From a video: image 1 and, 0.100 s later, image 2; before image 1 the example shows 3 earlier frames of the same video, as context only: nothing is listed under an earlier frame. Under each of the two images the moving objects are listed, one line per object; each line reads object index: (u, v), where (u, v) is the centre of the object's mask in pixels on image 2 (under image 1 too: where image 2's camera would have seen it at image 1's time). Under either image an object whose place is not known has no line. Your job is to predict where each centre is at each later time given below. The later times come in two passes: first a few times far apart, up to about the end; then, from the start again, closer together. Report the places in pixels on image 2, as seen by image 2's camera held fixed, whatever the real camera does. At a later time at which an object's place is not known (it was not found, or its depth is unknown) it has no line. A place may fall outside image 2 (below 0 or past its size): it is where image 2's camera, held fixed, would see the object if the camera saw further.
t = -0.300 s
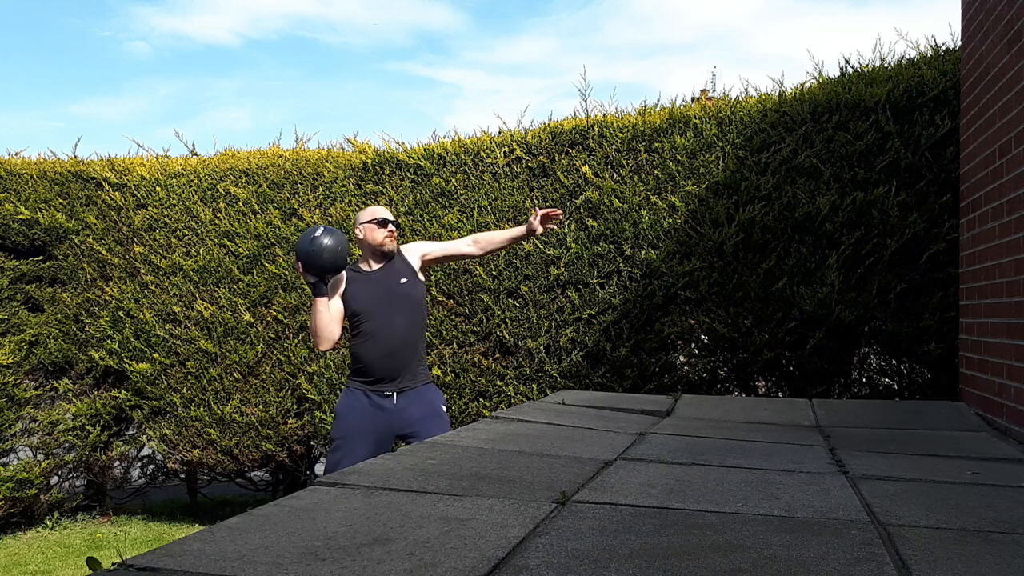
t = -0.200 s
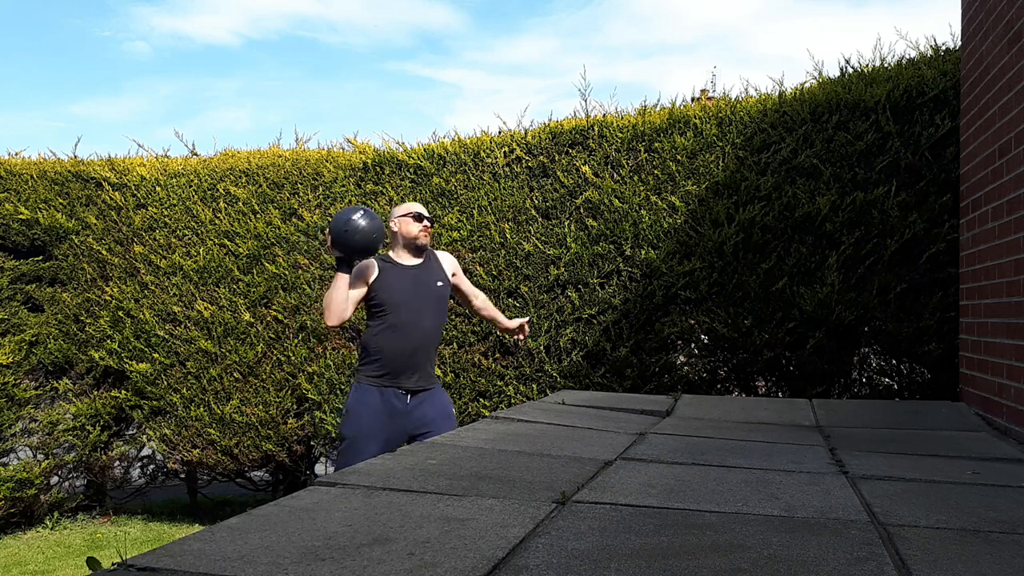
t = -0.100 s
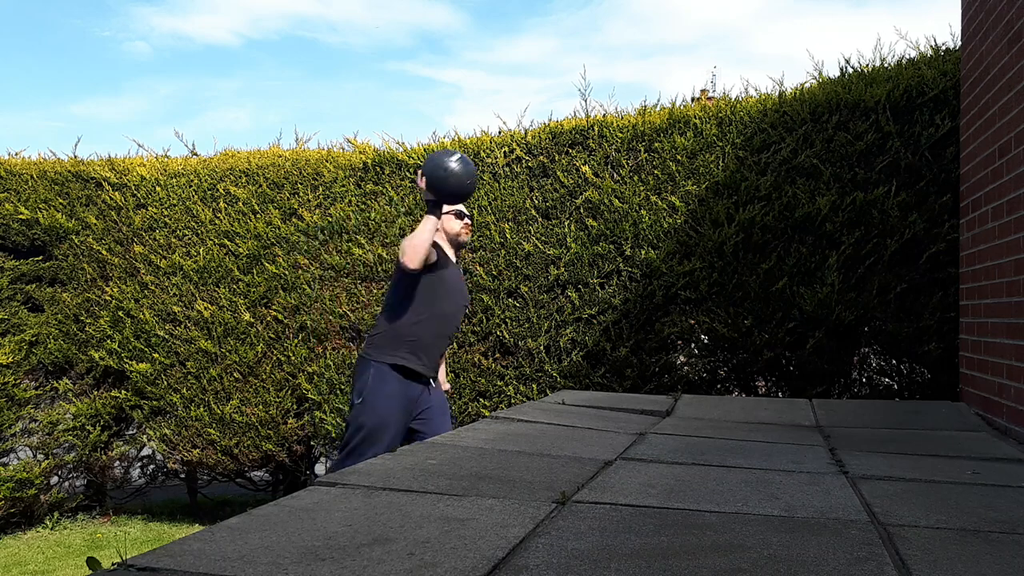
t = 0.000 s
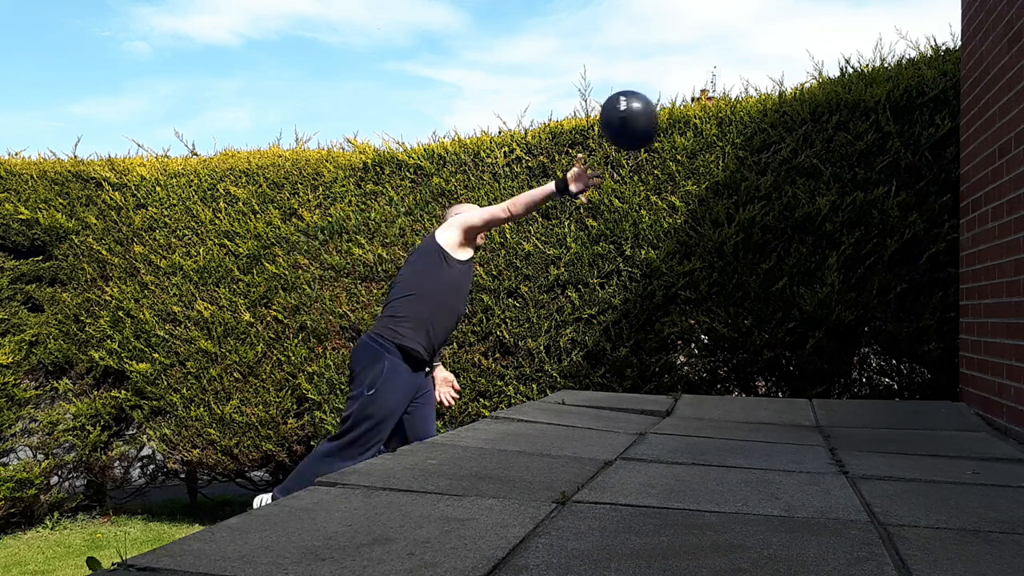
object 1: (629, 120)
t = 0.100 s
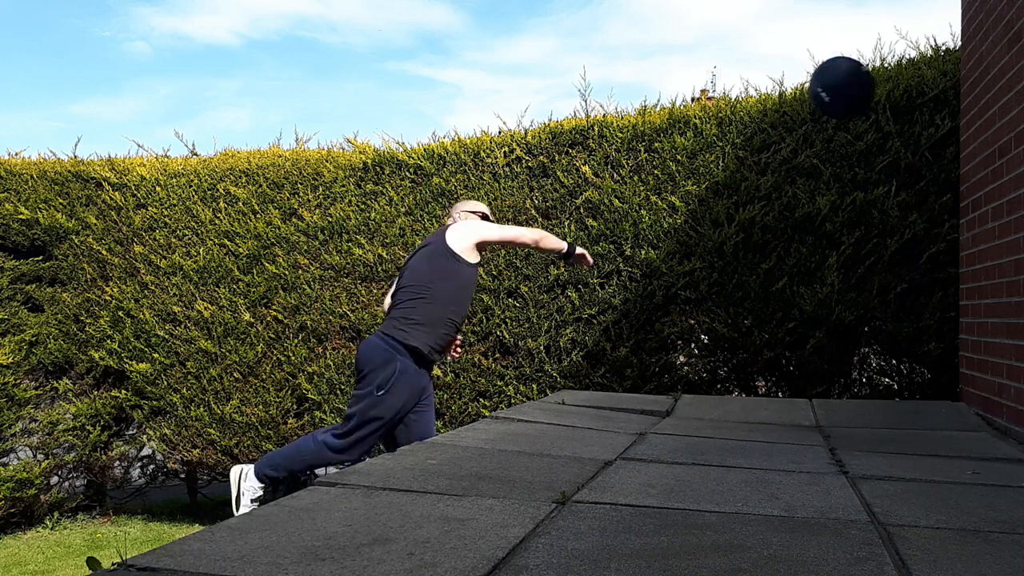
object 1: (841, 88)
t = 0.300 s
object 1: (949, 109)
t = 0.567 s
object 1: (870, 285)
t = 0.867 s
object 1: (828, 398)
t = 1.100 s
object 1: (827, 398)
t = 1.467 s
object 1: (829, 398)
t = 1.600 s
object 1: (829, 398)
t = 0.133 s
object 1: (917, 82)
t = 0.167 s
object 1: (991, 82)
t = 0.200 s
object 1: (982, 86)
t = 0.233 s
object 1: (969, 90)
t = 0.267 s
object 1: (959, 98)
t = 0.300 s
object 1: (949, 109)
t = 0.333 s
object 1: (940, 122)
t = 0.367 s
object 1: (930, 138)
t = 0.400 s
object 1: (920, 157)
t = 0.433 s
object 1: (912, 178)
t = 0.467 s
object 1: (900, 203)
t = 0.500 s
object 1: (889, 224)
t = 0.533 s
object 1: (881, 257)
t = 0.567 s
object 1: (870, 285)
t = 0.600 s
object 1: (861, 318)
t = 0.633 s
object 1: (856, 360)
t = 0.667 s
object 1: (848, 398)
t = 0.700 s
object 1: (844, 400)
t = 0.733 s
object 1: (841, 396)
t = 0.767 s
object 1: (838, 394)
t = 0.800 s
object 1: (834, 393)
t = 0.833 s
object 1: (830, 396)
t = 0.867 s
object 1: (828, 398)
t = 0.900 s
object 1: (827, 397)
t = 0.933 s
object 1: (827, 397)
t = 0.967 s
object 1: (827, 397)
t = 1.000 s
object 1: (827, 398)
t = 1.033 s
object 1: (827, 398)
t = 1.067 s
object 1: (827, 398)
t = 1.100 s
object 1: (827, 398)
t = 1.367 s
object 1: (829, 398)
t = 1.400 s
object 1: (829, 398)
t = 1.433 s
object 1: (829, 398)
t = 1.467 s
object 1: (829, 398)
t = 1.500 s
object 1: (829, 398)
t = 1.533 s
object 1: (829, 398)
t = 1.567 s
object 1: (829, 398)
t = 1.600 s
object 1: (829, 398)
